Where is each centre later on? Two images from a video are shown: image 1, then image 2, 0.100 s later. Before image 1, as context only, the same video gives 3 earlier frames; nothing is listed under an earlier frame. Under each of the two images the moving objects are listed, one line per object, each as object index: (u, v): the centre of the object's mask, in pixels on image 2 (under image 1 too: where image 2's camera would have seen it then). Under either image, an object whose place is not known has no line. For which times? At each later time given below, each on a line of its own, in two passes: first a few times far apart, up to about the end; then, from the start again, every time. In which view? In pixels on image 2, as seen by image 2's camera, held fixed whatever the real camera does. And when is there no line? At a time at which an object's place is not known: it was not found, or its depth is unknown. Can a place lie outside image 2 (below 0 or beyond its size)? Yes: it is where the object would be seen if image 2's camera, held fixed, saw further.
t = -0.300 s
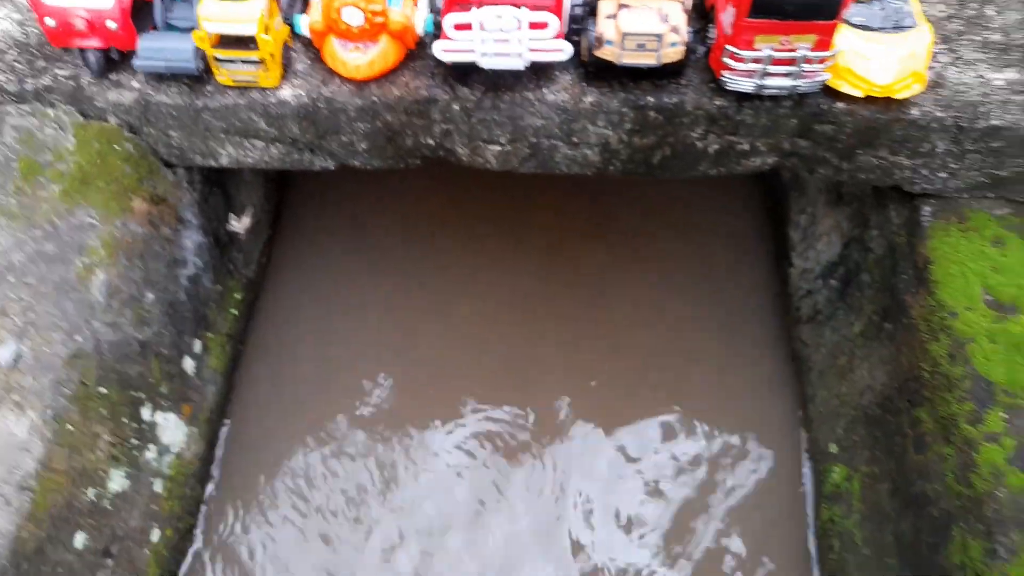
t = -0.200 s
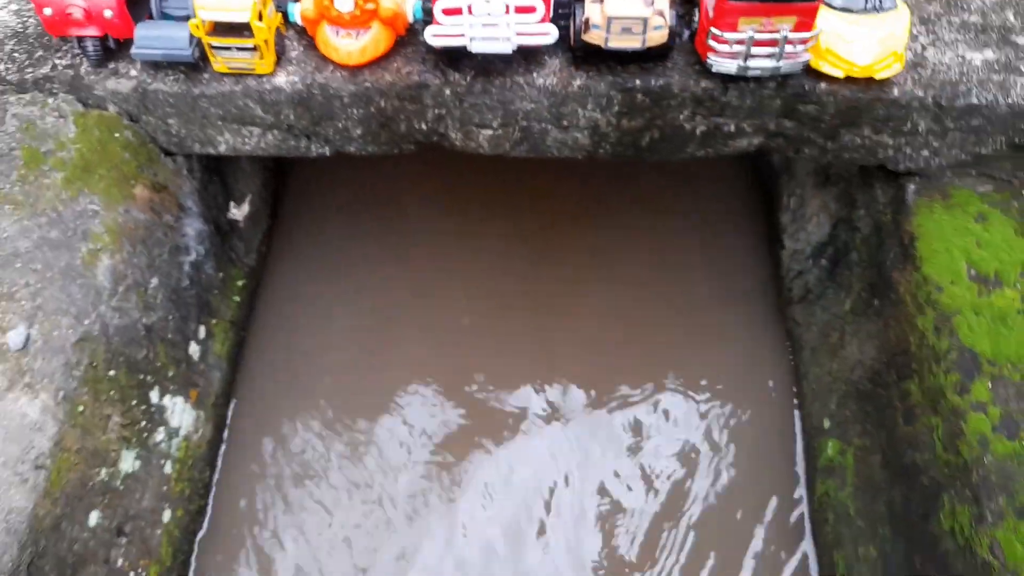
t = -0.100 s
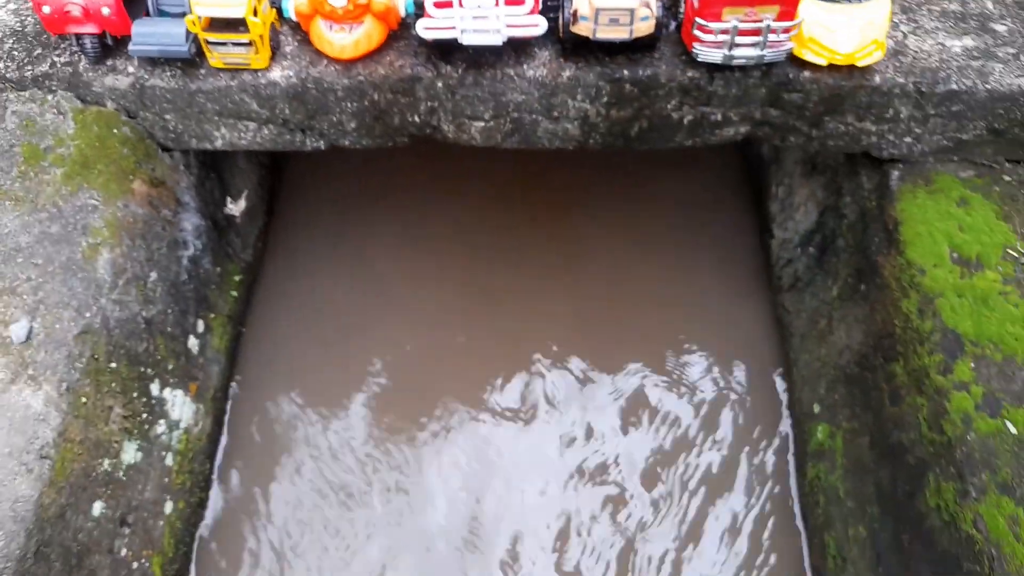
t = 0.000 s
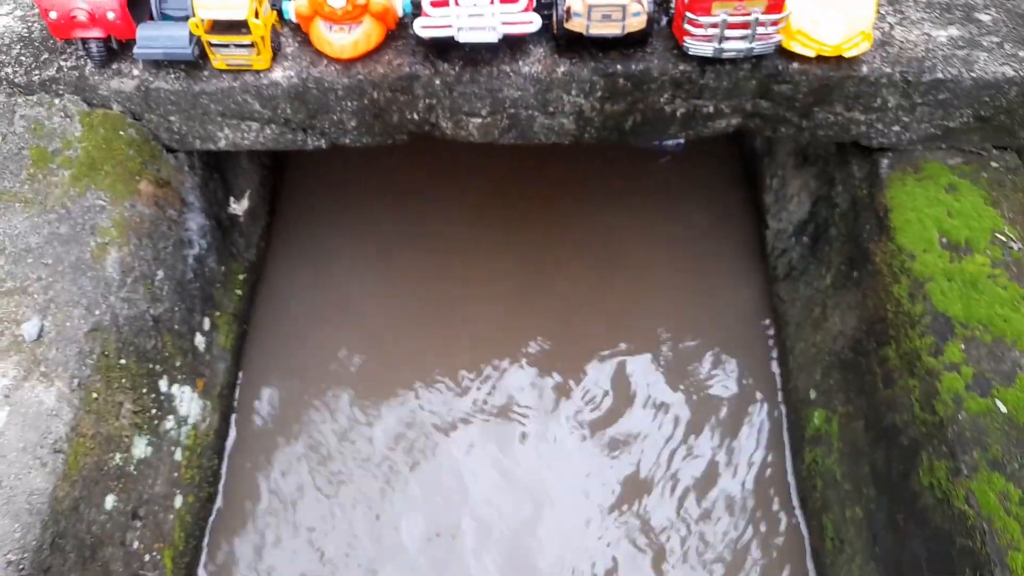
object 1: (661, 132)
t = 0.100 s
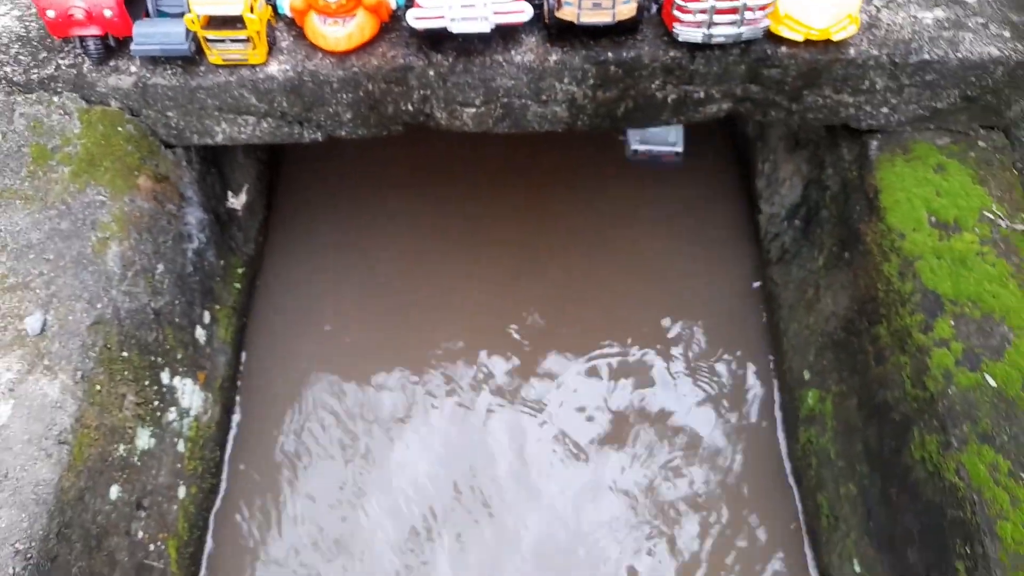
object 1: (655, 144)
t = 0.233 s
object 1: (662, 157)
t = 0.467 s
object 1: (668, 192)
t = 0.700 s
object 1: (679, 261)
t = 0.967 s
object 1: (693, 333)
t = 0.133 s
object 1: (656, 147)
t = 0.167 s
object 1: (658, 150)
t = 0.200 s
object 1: (660, 153)
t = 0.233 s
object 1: (662, 157)
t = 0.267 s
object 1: (663, 162)
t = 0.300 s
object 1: (664, 167)
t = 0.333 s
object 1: (665, 172)
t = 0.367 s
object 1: (666, 177)
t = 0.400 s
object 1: (666, 181)
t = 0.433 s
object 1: (667, 186)
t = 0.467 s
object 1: (668, 192)
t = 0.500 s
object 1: (669, 200)
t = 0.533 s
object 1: (670, 211)
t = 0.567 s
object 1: (671, 222)
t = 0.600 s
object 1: (673, 232)
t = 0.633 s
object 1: (675, 242)
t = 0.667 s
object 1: (677, 252)
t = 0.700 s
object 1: (679, 261)
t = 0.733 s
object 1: (681, 271)
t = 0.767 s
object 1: (683, 278)
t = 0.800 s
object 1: (686, 287)
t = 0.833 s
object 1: (687, 297)
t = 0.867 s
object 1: (689, 307)
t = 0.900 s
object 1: (691, 316)
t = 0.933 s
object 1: (692, 324)
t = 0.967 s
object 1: (693, 333)
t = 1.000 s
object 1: (693, 345)
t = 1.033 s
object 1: (694, 355)
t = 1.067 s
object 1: (696, 367)
